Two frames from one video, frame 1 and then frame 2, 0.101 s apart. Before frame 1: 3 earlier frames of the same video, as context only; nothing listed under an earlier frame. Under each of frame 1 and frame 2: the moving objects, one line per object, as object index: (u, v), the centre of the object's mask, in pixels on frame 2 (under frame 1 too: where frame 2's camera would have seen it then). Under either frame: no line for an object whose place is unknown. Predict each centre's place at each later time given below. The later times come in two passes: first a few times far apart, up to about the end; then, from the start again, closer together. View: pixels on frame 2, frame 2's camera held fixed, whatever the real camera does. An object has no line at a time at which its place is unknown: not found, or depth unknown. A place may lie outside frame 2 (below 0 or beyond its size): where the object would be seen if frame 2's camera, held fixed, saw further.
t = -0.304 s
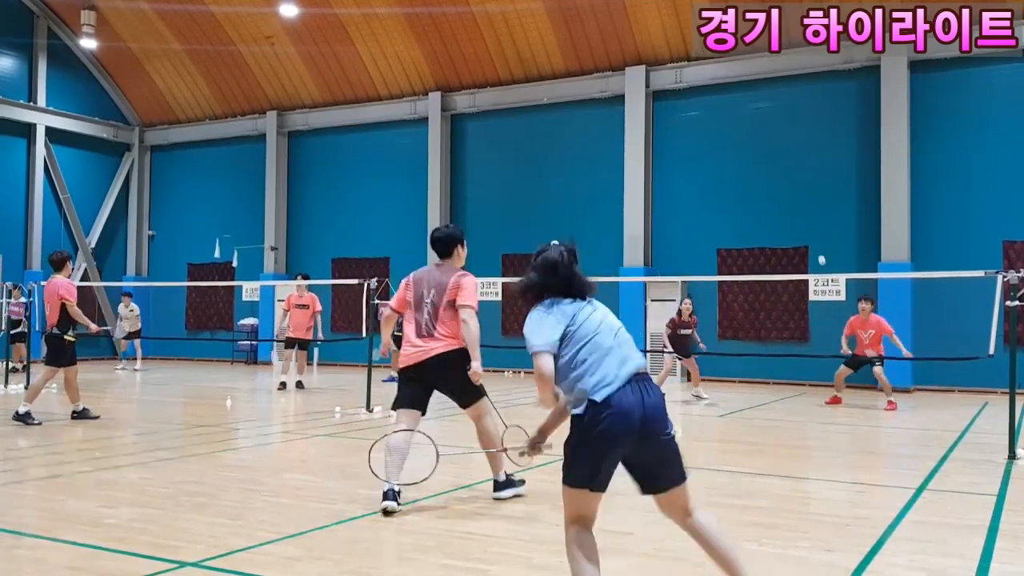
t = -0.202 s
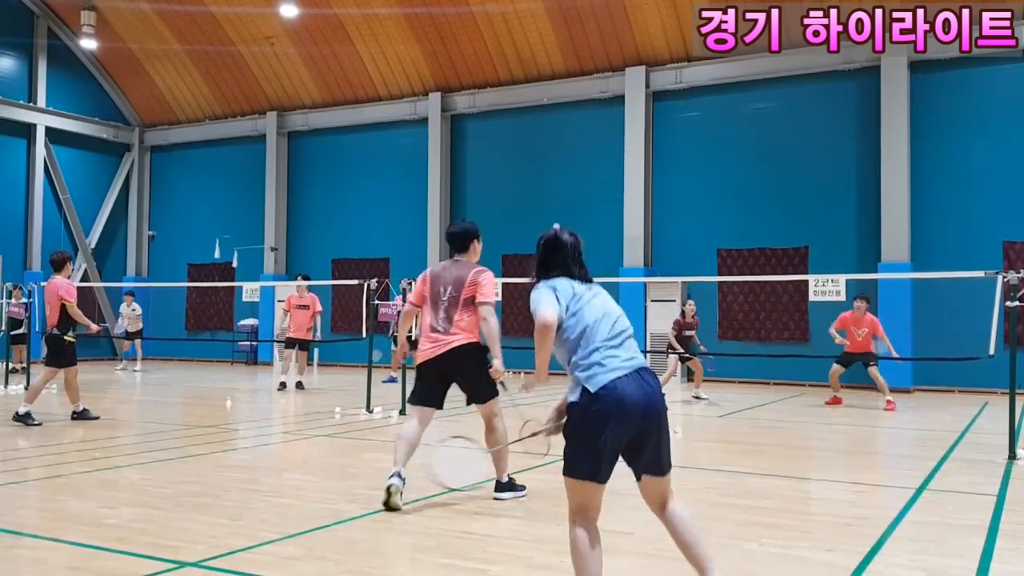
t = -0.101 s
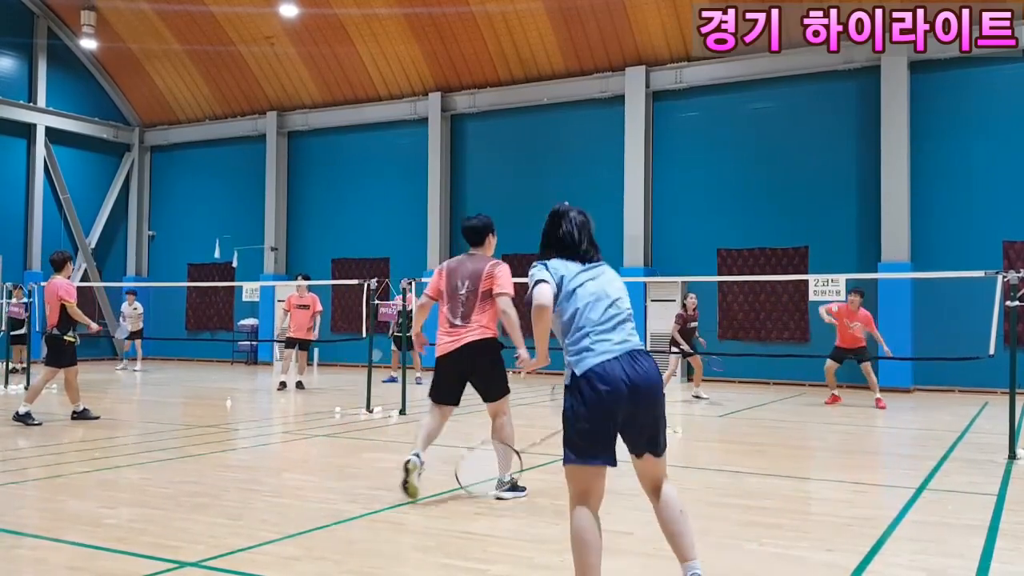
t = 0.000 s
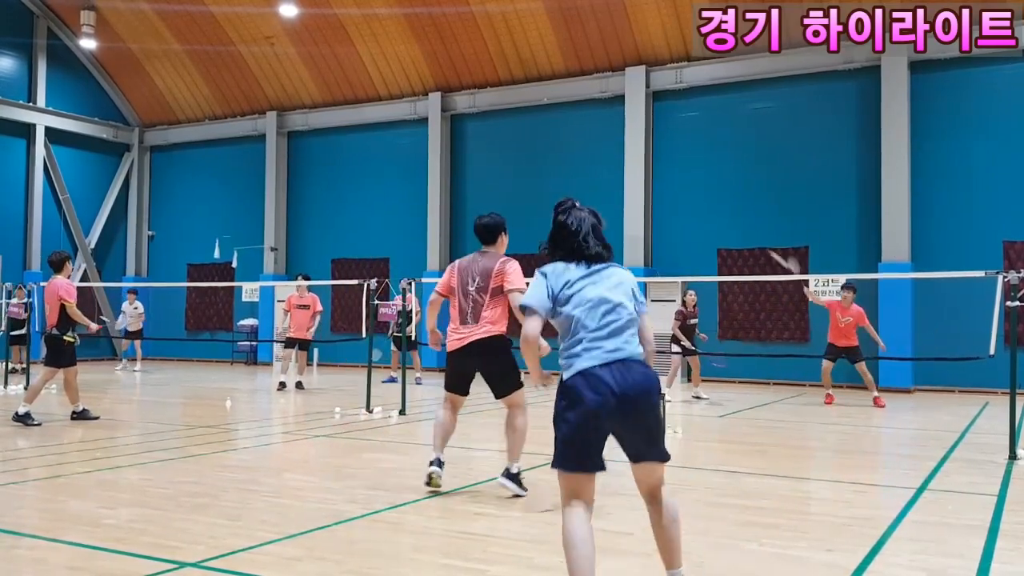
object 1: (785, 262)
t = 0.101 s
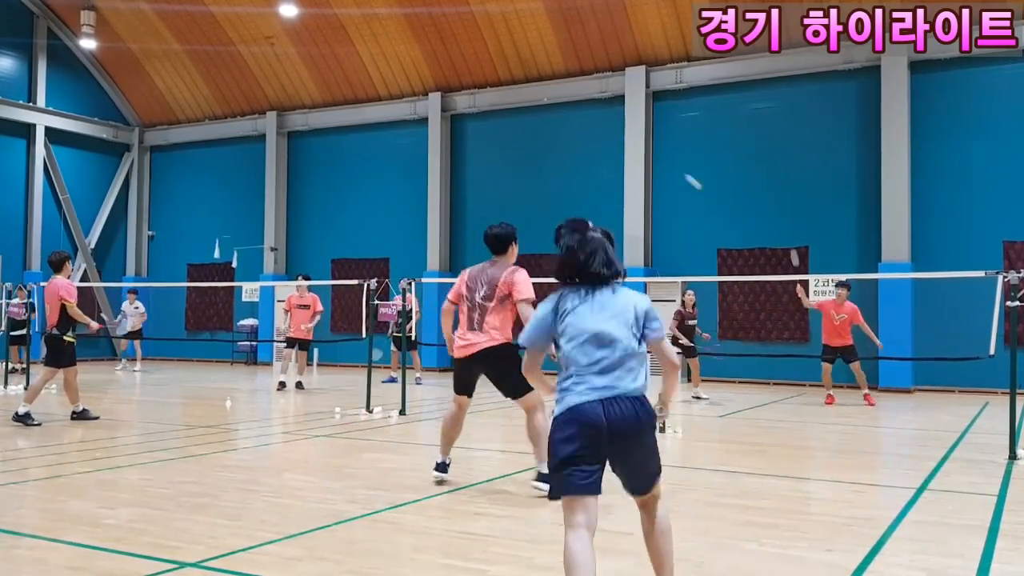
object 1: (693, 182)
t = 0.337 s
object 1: (535, 67)
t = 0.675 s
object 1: (337, 25)
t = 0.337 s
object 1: (535, 67)
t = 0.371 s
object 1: (514, 57)
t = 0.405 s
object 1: (494, 48)
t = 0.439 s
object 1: (474, 41)
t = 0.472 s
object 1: (454, 34)
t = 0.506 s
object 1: (434, 29)
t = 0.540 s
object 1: (414, 25)
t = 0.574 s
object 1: (395, 23)
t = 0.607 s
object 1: (375, 22)
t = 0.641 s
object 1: (356, 23)
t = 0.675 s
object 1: (337, 25)
